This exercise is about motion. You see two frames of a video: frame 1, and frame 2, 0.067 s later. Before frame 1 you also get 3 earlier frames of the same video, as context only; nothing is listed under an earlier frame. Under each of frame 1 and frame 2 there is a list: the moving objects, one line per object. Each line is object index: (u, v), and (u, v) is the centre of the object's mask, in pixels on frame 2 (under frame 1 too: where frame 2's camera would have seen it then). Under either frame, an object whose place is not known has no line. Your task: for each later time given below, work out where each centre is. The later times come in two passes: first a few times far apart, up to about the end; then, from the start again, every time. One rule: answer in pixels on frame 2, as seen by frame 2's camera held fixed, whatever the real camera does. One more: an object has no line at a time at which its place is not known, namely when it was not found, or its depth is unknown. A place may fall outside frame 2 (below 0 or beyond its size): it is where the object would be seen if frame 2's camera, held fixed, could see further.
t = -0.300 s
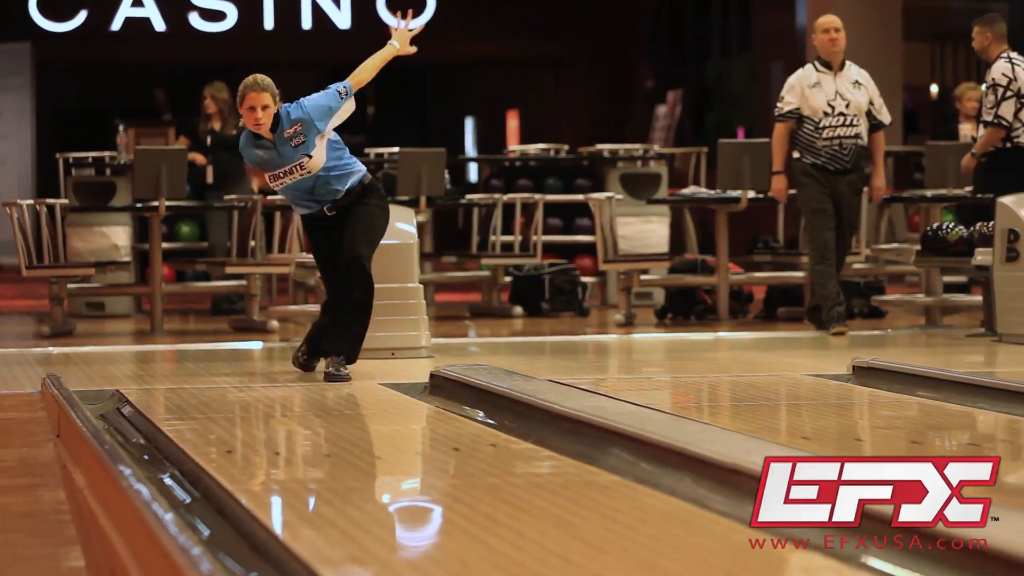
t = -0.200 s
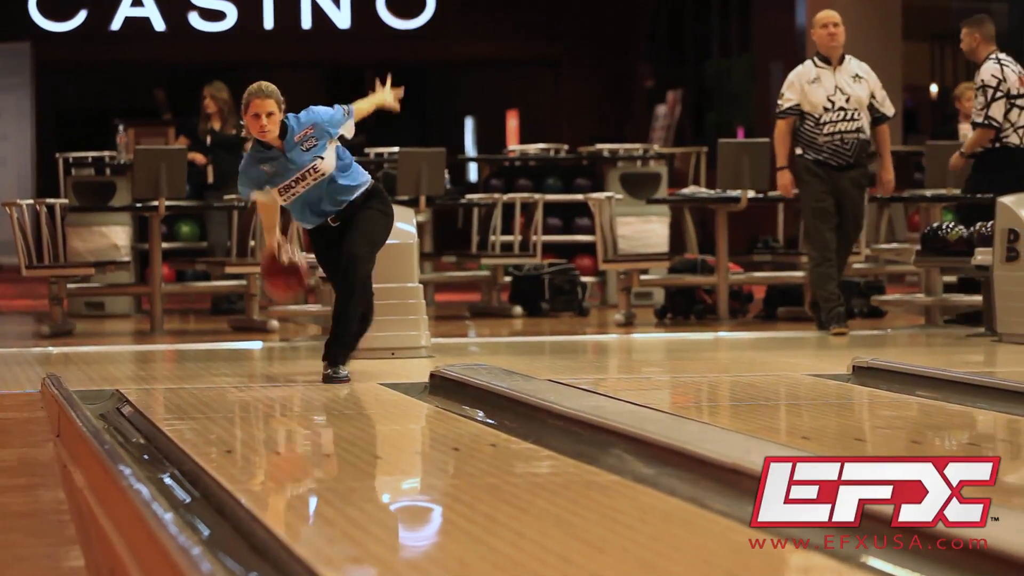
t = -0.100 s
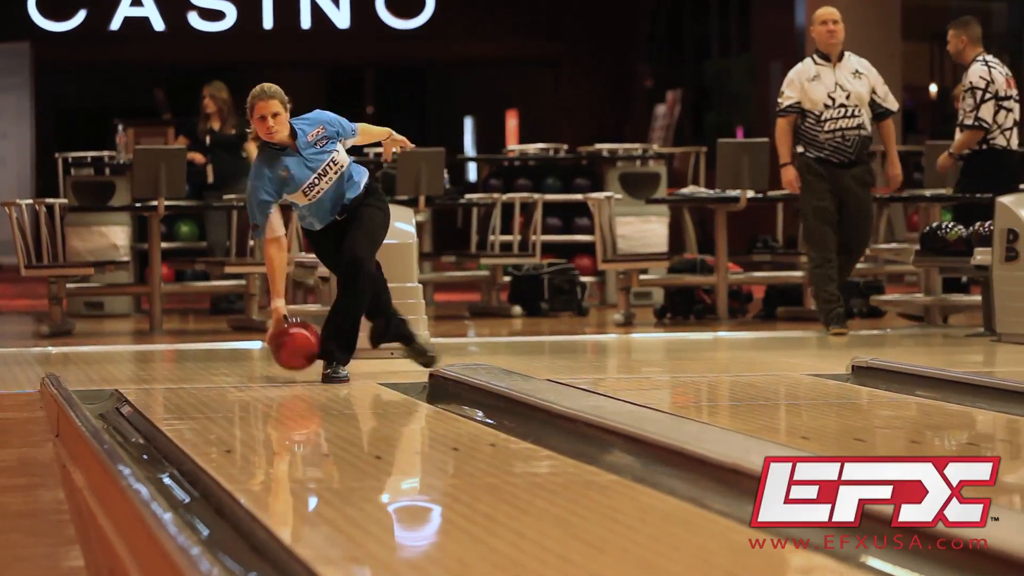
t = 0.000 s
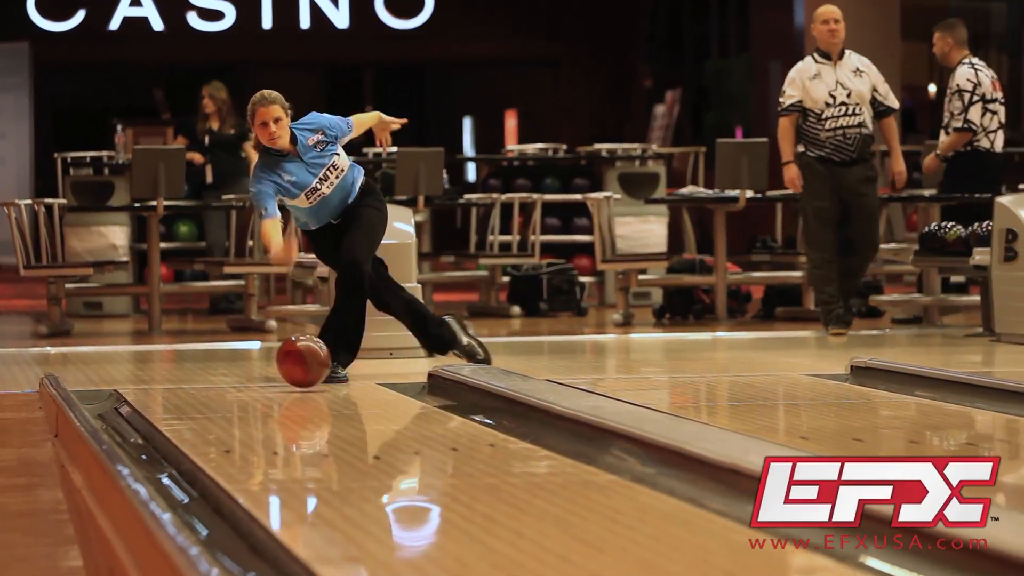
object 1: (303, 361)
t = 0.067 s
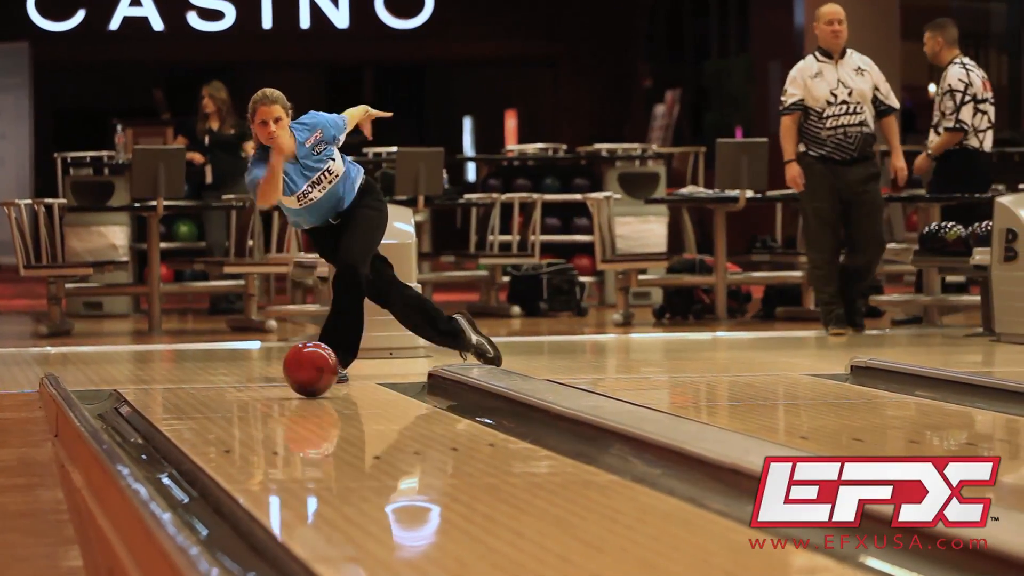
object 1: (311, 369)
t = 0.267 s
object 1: (337, 388)
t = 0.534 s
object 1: (384, 419)
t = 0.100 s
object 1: (314, 373)
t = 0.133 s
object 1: (319, 376)
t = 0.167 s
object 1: (323, 379)
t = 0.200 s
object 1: (327, 382)
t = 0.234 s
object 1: (332, 385)
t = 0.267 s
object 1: (337, 388)
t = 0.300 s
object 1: (342, 392)
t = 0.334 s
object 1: (347, 395)
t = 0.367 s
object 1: (353, 399)
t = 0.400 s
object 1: (358, 403)
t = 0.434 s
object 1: (364, 407)
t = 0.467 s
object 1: (370, 411)
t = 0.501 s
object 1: (377, 416)
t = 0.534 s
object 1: (384, 419)
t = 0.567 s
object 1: (391, 425)
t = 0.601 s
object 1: (399, 429)
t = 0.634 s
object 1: (407, 434)
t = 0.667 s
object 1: (414, 439)
